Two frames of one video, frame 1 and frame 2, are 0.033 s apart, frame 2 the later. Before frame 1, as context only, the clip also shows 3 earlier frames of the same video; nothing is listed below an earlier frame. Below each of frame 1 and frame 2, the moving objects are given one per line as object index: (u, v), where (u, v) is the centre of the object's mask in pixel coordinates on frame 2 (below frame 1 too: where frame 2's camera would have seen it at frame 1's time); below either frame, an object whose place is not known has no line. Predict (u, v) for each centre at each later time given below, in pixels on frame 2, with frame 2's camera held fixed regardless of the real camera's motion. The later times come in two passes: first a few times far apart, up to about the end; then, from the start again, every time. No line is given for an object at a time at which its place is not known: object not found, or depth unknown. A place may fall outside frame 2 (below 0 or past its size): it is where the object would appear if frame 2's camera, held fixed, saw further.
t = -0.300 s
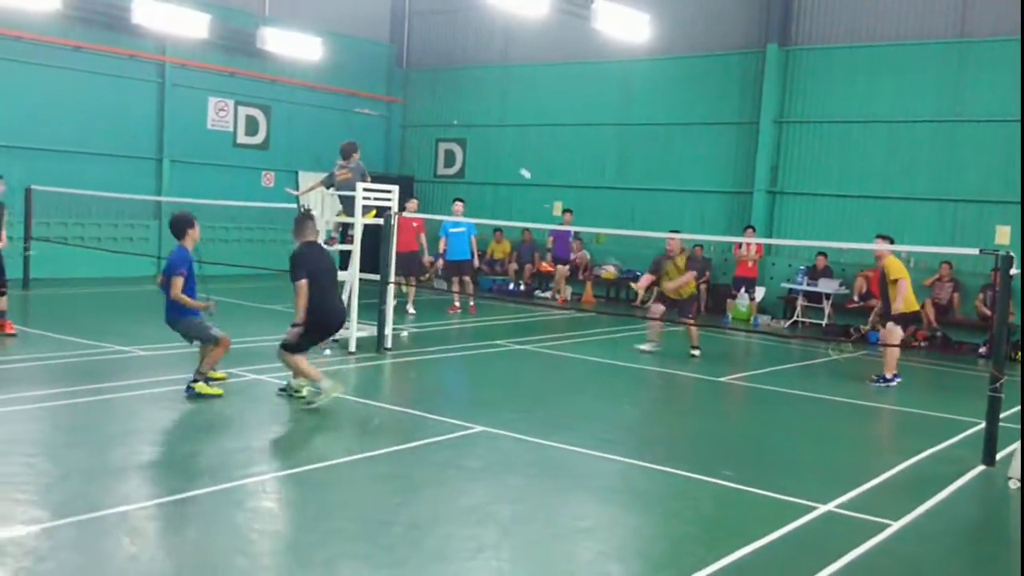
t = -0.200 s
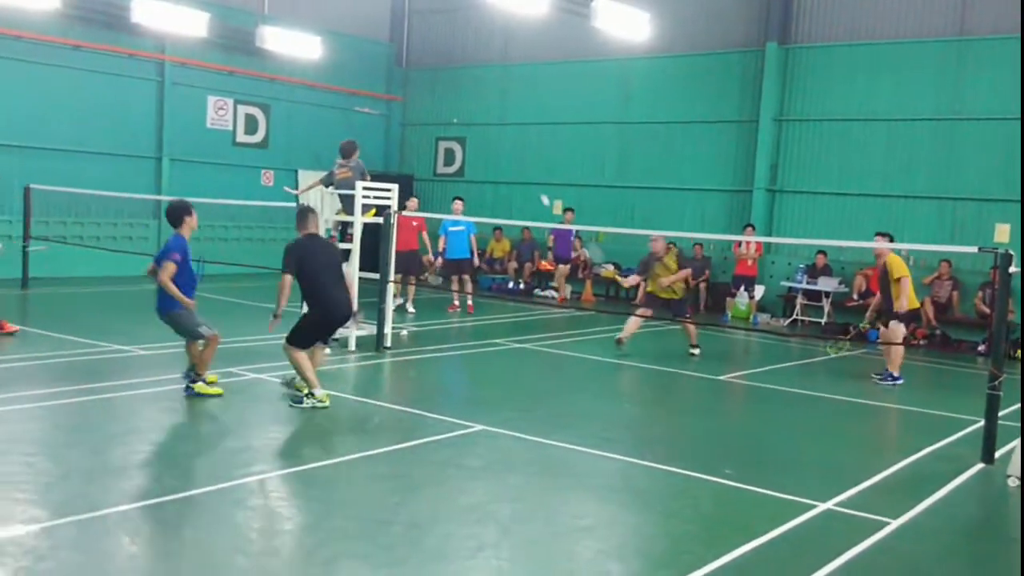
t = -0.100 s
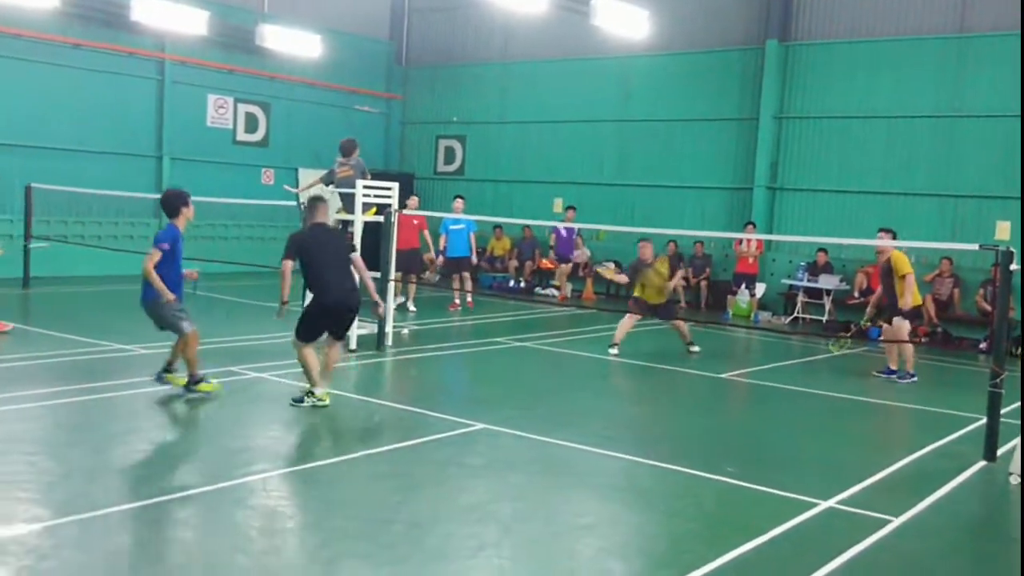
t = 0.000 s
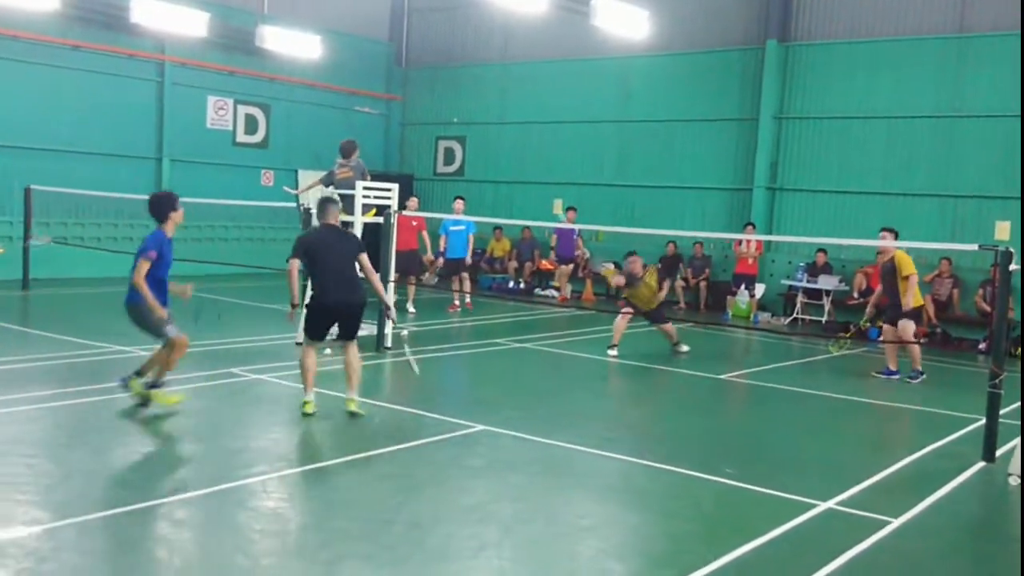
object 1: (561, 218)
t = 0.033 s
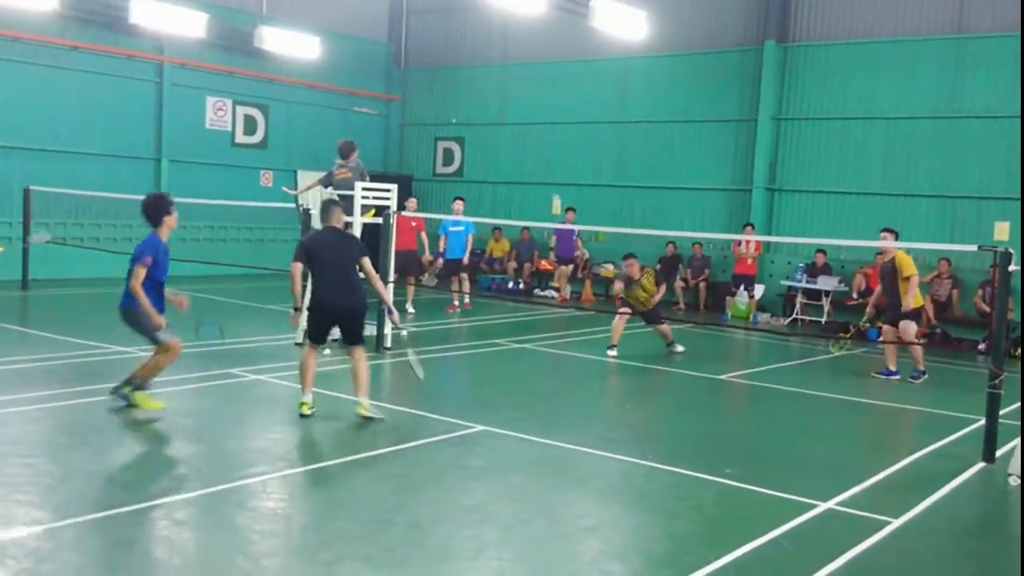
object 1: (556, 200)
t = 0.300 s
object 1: (519, 111)
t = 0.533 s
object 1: (477, 115)
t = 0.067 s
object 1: (553, 186)
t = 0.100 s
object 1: (548, 170)
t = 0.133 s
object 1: (542, 157)
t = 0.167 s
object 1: (538, 144)
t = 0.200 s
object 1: (534, 135)
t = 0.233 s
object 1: (529, 125)
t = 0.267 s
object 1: (524, 117)
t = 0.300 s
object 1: (519, 111)
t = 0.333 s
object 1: (513, 105)
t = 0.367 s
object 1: (508, 102)
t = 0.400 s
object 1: (502, 101)
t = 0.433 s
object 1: (497, 101)
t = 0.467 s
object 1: (491, 104)
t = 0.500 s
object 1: (484, 107)
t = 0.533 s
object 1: (477, 115)
